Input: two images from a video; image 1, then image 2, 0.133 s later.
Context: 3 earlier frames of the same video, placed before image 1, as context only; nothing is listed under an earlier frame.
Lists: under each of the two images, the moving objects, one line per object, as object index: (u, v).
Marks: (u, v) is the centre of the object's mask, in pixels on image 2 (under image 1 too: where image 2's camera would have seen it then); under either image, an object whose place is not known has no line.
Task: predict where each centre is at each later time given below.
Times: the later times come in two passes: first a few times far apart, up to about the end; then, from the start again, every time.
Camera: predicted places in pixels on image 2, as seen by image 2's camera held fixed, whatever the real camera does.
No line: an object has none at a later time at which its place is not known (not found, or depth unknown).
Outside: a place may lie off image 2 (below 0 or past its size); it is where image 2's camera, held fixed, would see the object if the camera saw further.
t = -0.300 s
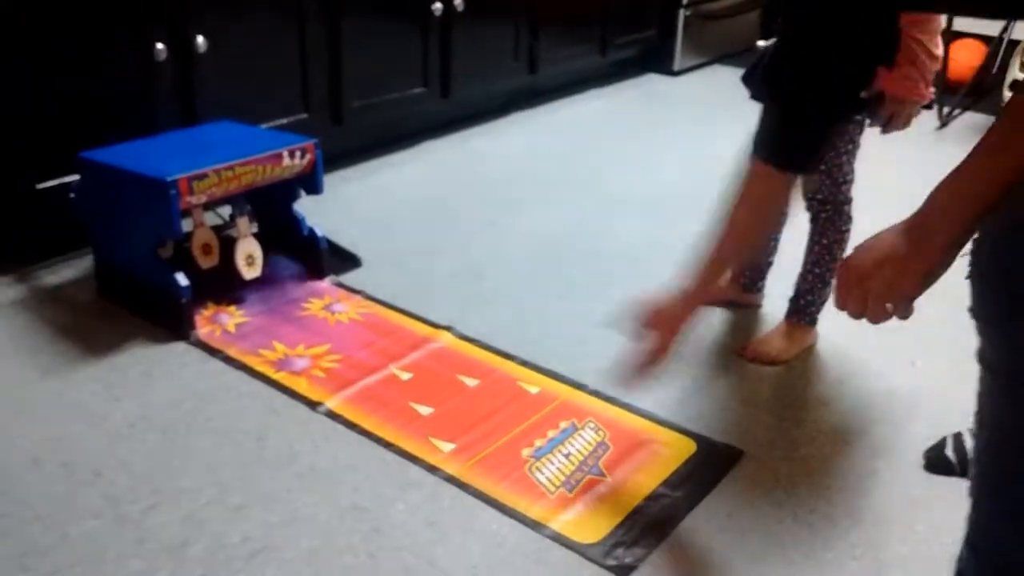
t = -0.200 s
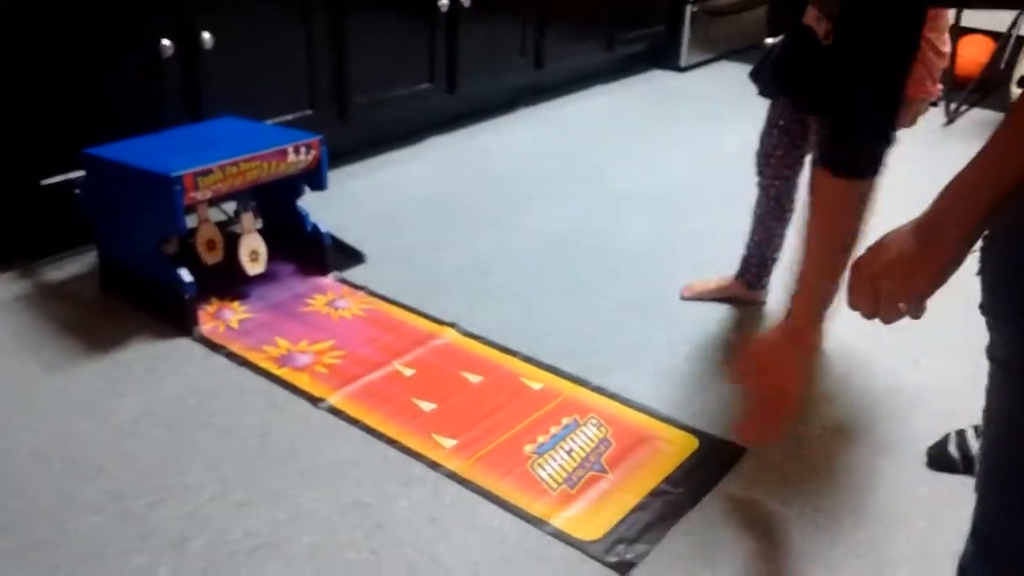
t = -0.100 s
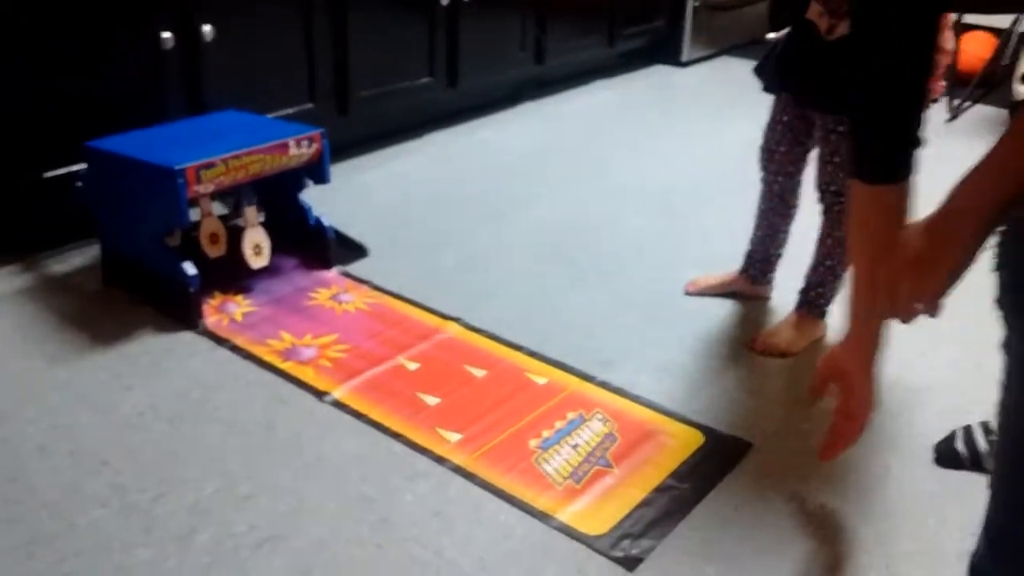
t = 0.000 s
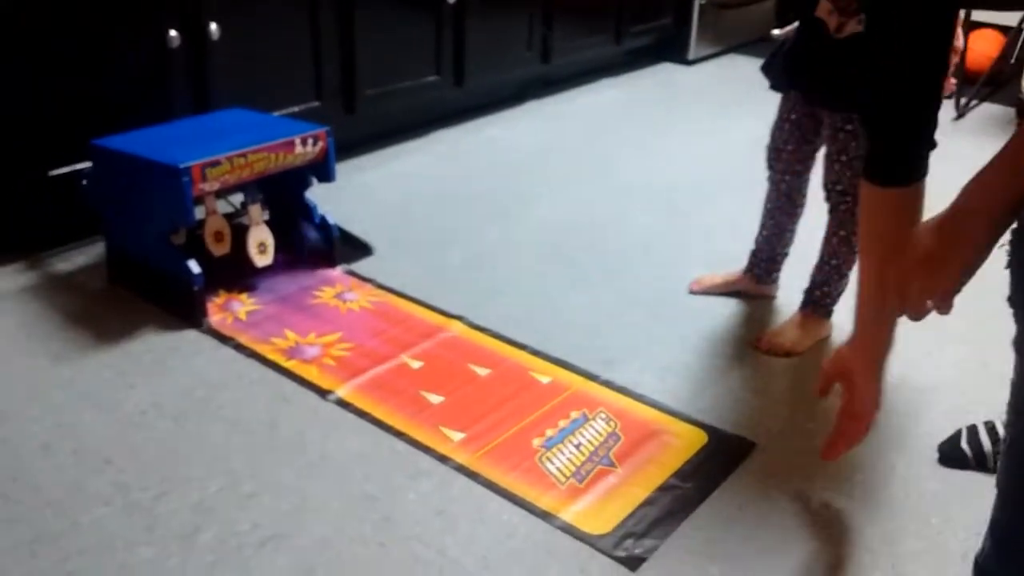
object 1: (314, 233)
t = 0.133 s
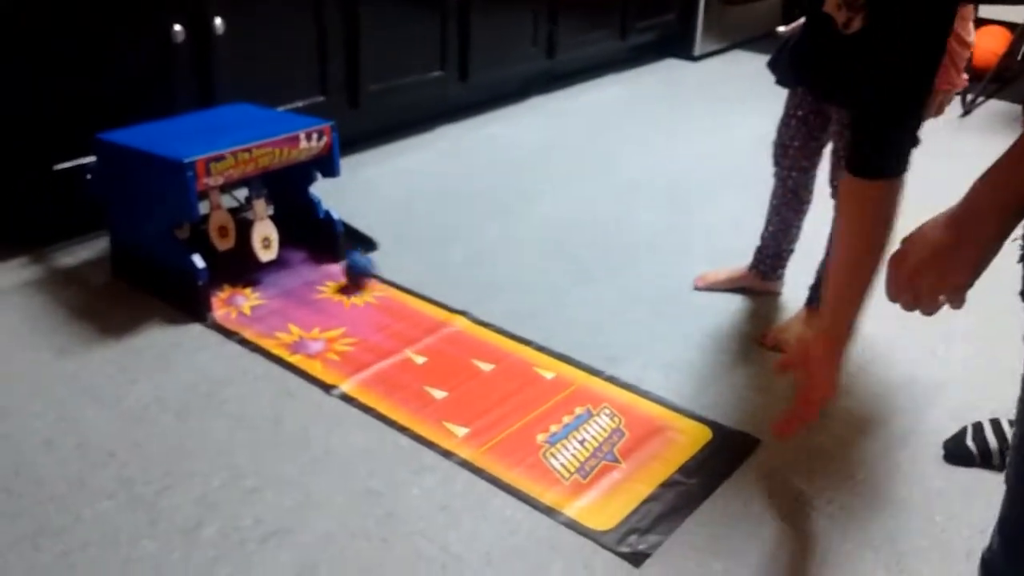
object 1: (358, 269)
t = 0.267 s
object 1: (386, 285)
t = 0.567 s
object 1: (439, 315)
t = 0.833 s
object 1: (483, 339)
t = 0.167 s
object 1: (367, 275)
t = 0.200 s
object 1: (374, 279)
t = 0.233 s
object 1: (381, 282)
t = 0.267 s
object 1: (386, 285)
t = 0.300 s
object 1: (392, 289)
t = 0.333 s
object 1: (398, 292)
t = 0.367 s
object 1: (404, 295)
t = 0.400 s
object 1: (410, 298)
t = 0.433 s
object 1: (416, 301)
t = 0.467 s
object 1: (422, 305)
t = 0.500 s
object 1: (427, 308)
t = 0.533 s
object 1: (433, 311)
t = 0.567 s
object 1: (439, 315)
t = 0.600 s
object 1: (444, 318)
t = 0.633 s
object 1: (449, 321)
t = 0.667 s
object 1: (455, 324)
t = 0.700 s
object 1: (460, 327)
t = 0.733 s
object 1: (466, 330)
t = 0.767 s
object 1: (472, 333)
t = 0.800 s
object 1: (478, 335)
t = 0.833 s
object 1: (483, 339)
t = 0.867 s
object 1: (489, 342)
